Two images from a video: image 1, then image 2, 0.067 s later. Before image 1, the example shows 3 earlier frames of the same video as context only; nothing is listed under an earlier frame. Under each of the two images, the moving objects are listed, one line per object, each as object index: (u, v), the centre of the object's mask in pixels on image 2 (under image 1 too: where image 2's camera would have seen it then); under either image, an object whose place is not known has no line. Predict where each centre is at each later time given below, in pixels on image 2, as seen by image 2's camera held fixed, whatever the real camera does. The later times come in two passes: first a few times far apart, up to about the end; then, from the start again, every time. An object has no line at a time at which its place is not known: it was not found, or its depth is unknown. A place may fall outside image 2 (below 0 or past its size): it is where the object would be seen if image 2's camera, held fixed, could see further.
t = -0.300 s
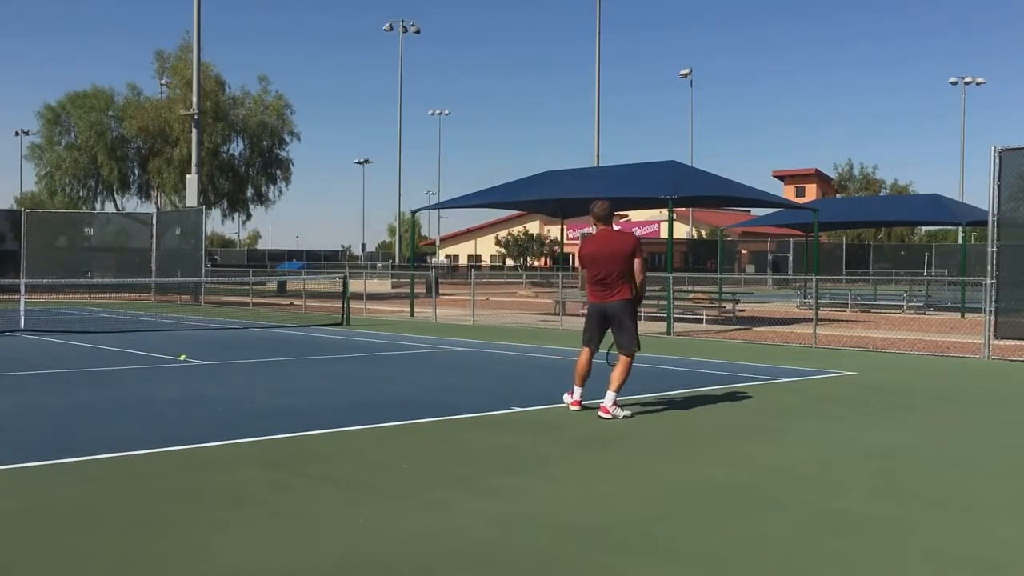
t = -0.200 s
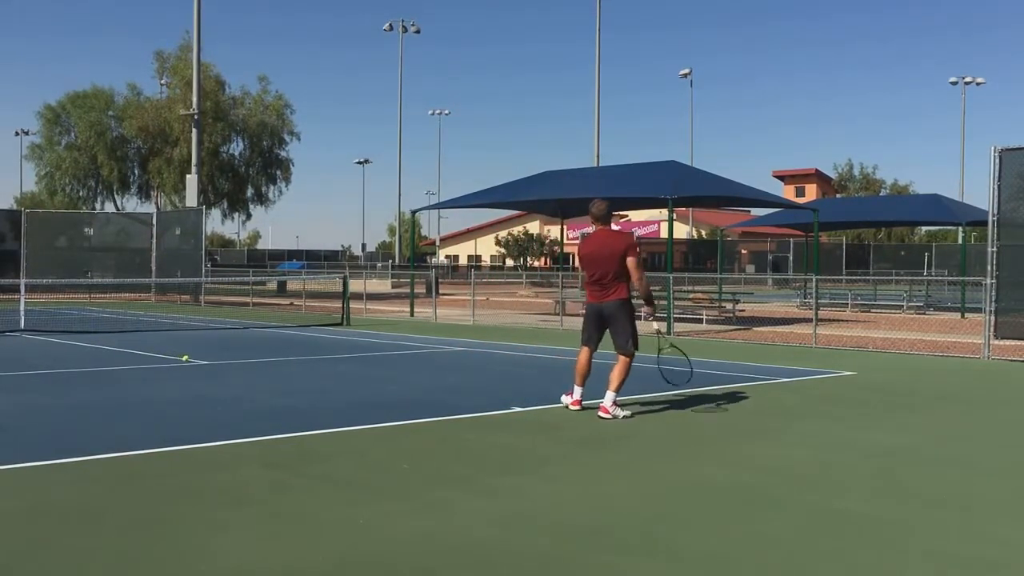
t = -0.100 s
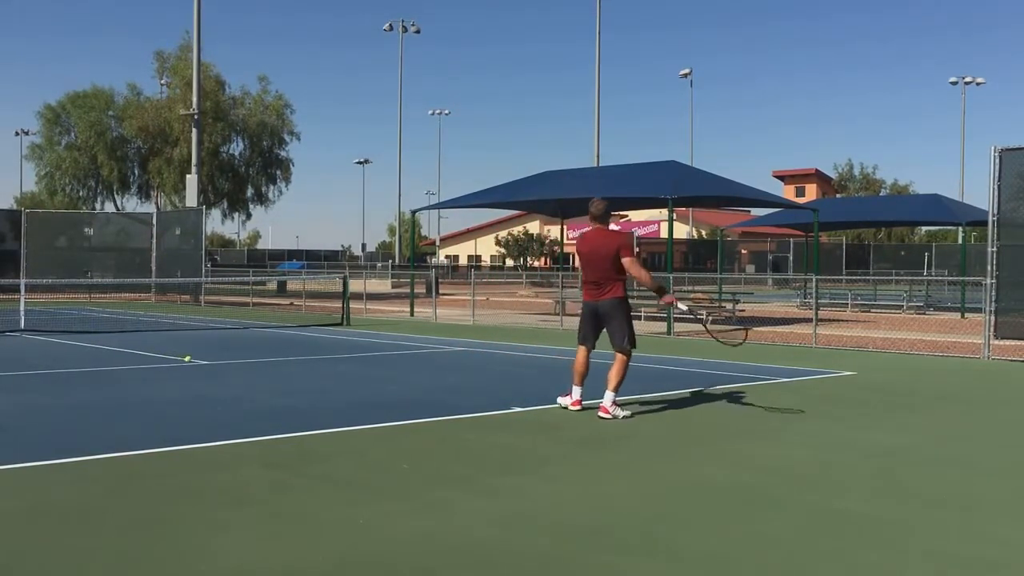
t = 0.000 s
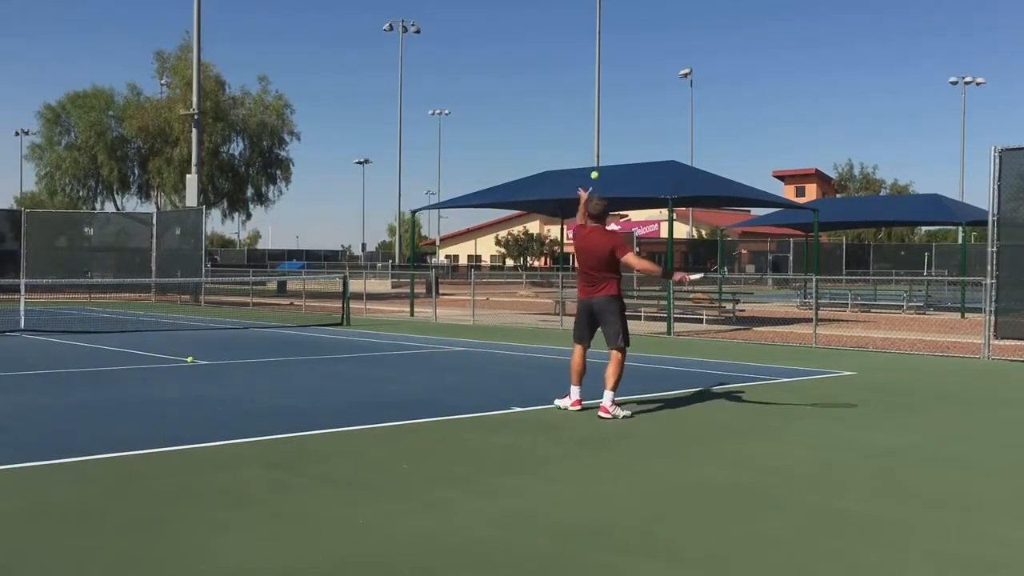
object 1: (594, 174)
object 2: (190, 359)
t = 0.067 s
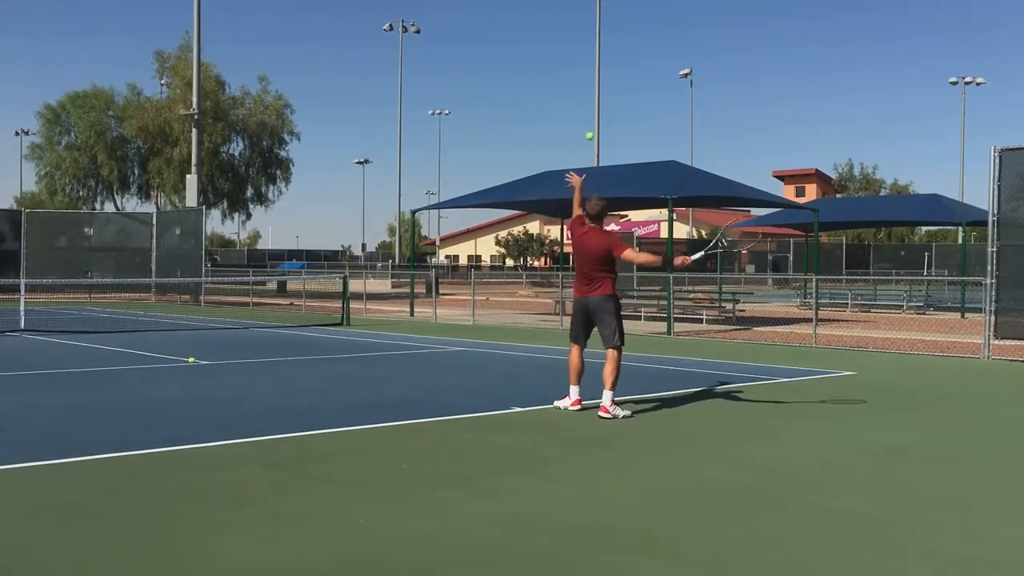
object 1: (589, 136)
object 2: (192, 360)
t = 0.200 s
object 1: (579, 72)
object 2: (194, 361)
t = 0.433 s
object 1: (561, 9)
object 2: (200, 361)
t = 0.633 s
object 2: (203, 362)
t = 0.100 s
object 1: (586, 118)
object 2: (192, 360)
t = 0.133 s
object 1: (583, 101)
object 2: (193, 360)
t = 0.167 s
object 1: (582, 86)
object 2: (193, 361)
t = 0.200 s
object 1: (579, 72)
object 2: (194, 361)
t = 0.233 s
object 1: (576, 60)
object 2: (194, 361)
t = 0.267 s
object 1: (574, 48)
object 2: (195, 361)
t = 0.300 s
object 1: (571, 38)
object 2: (196, 361)
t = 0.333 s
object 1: (569, 29)
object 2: (197, 361)
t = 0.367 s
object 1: (567, 21)
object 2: (197, 361)
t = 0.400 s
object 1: (564, 14)
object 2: (199, 361)
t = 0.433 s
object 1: (561, 9)
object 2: (200, 361)
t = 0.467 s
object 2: (200, 361)
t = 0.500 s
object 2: (201, 362)
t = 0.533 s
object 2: (201, 362)
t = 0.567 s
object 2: (202, 362)
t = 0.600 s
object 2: (203, 362)
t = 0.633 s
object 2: (203, 362)
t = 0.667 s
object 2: (203, 362)
